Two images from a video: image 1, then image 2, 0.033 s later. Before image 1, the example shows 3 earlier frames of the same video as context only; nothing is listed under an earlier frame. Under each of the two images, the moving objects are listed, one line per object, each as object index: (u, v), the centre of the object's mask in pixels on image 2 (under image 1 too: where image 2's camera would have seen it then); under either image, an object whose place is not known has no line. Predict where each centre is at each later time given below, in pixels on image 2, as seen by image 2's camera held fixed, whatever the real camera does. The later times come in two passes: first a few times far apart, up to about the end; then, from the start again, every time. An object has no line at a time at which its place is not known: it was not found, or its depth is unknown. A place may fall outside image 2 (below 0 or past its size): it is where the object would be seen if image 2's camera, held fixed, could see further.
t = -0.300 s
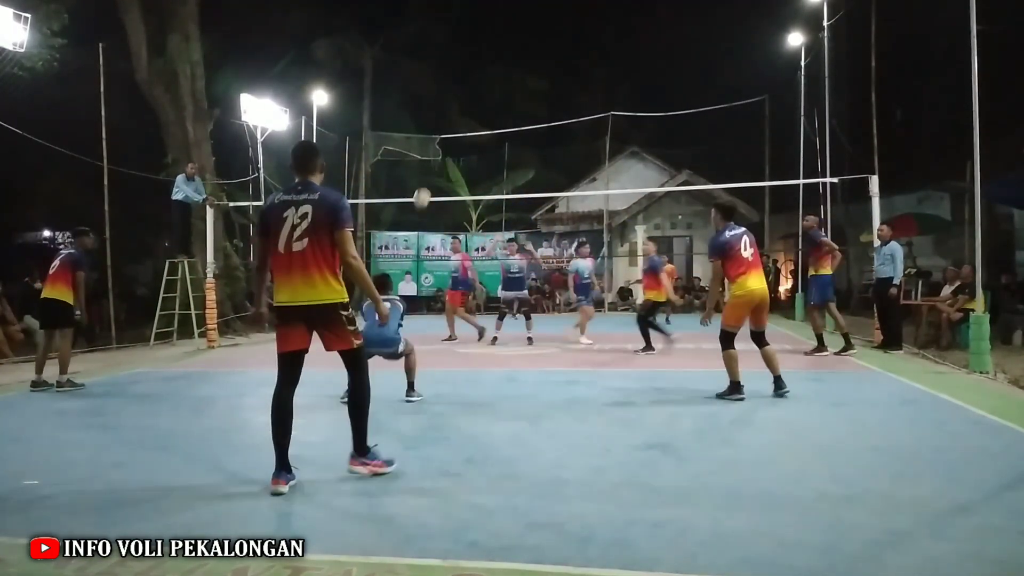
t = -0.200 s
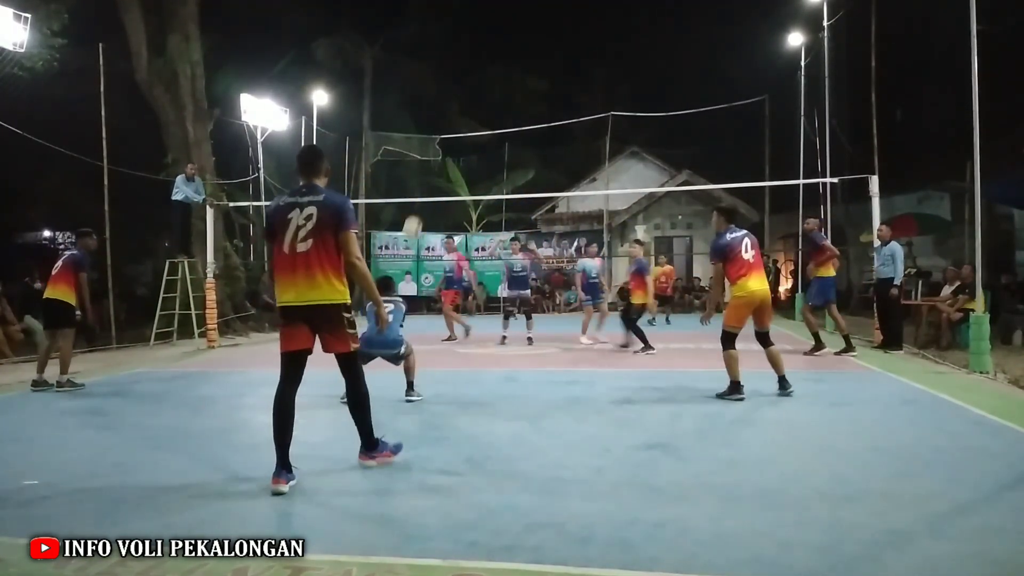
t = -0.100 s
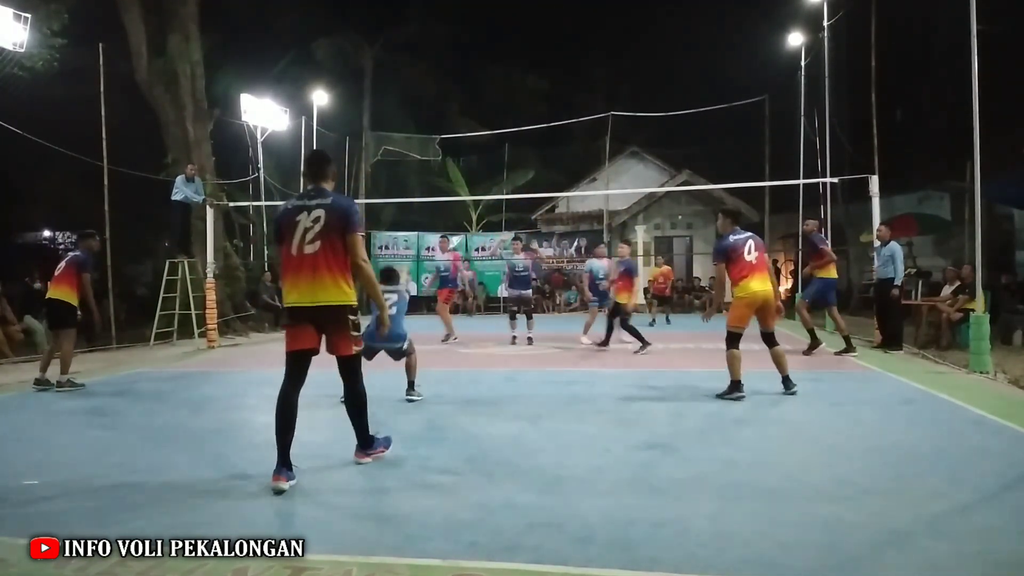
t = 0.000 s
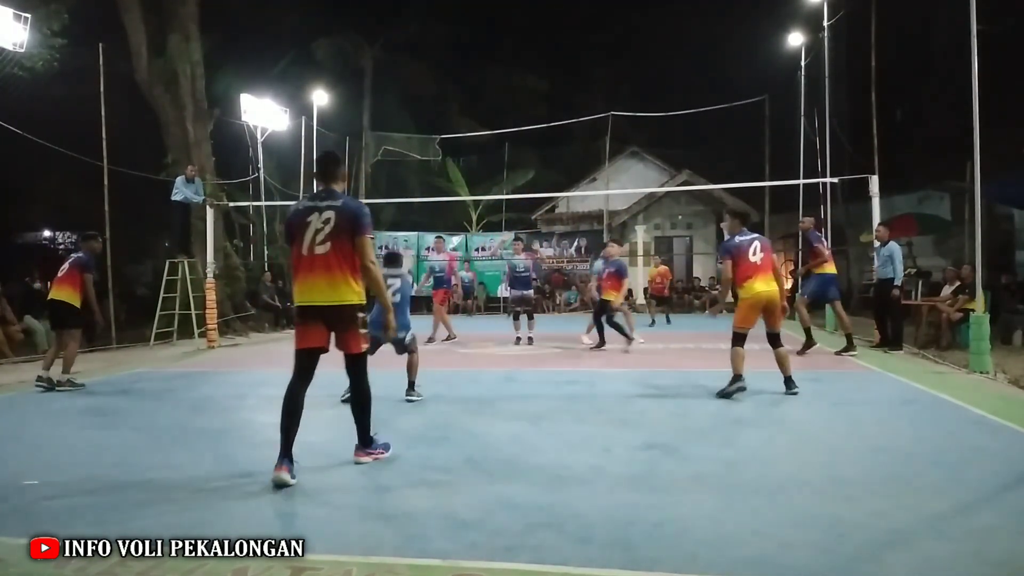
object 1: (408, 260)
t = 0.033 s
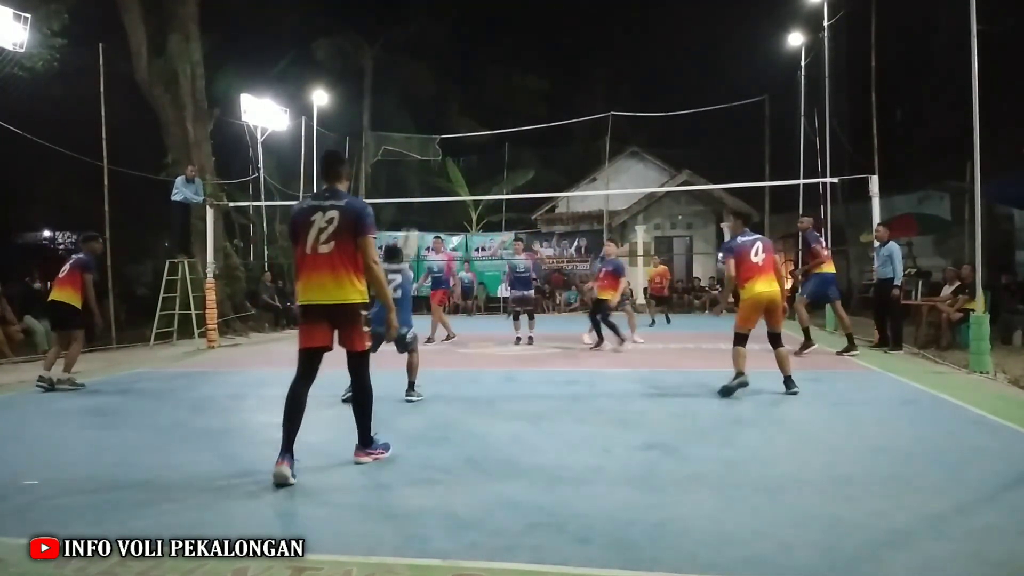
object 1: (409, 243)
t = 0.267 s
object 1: (442, 130)
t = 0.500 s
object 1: (470, 78)
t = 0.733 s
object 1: (494, 77)
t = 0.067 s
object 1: (414, 219)
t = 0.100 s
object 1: (418, 205)
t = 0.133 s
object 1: (423, 184)
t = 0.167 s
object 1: (428, 169)
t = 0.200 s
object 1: (433, 155)
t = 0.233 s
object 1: (437, 142)
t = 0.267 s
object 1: (442, 130)
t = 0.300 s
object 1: (446, 119)
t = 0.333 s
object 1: (450, 110)
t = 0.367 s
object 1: (455, 101)
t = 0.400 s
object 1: (458, 94)
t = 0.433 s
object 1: (462, 88)
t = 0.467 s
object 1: (466, 82)
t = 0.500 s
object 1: (470, 78)
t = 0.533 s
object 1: (473, 75)
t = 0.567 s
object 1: (477, 73)
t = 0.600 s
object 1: (480, 72)
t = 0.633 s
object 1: (484, 72)
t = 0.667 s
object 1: (487, 73)
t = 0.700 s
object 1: (491, 75)
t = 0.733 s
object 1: (494, 77)
